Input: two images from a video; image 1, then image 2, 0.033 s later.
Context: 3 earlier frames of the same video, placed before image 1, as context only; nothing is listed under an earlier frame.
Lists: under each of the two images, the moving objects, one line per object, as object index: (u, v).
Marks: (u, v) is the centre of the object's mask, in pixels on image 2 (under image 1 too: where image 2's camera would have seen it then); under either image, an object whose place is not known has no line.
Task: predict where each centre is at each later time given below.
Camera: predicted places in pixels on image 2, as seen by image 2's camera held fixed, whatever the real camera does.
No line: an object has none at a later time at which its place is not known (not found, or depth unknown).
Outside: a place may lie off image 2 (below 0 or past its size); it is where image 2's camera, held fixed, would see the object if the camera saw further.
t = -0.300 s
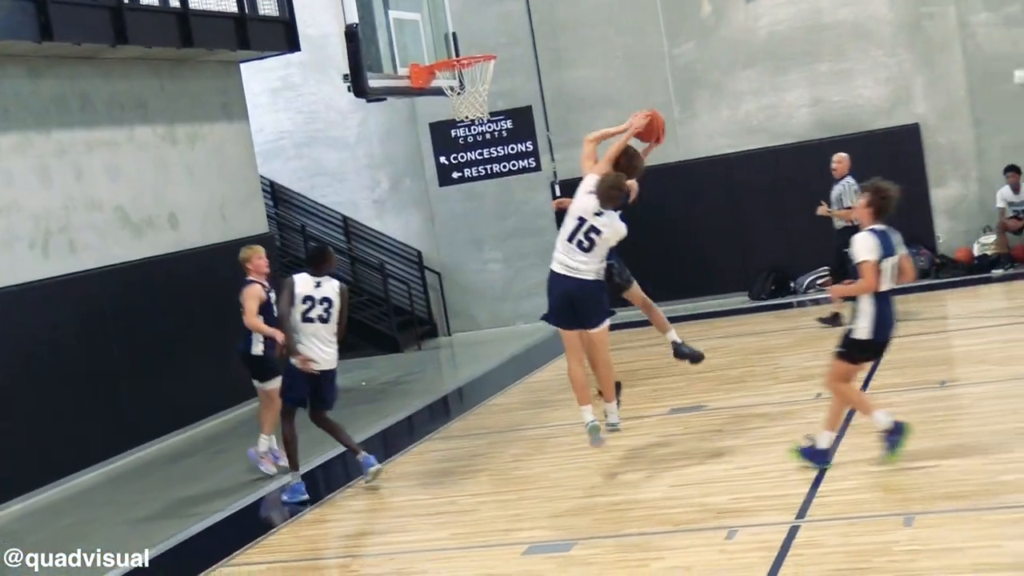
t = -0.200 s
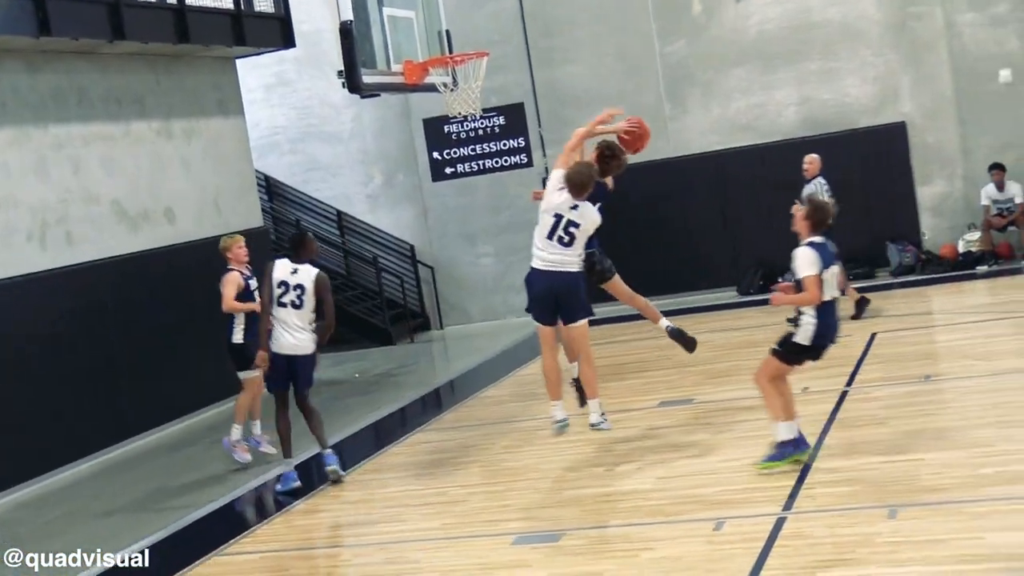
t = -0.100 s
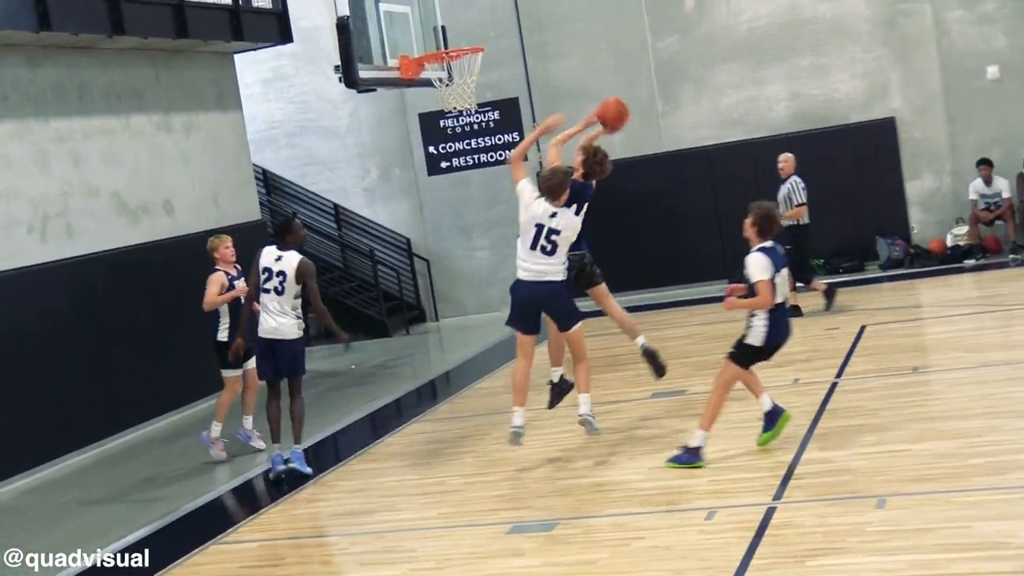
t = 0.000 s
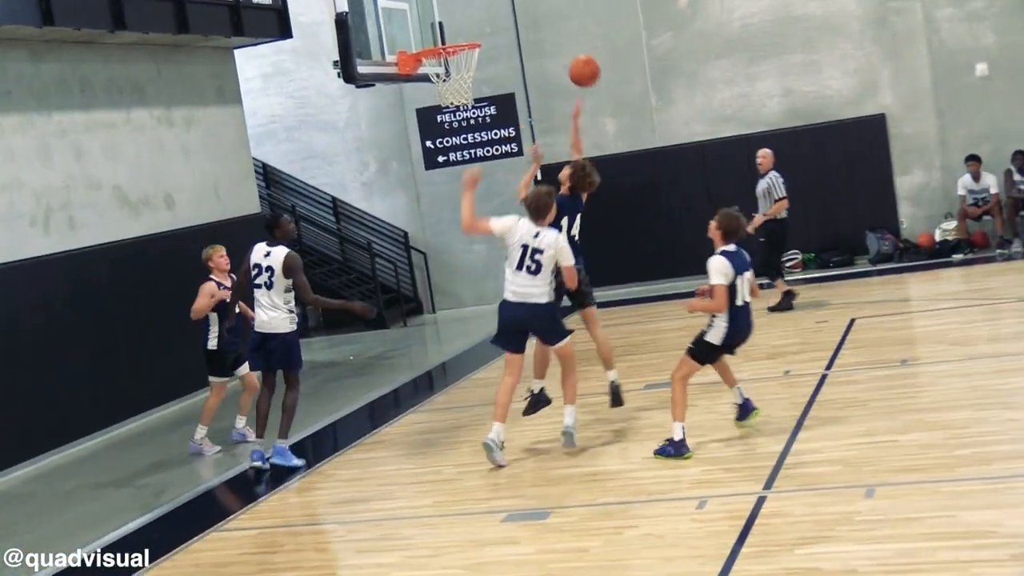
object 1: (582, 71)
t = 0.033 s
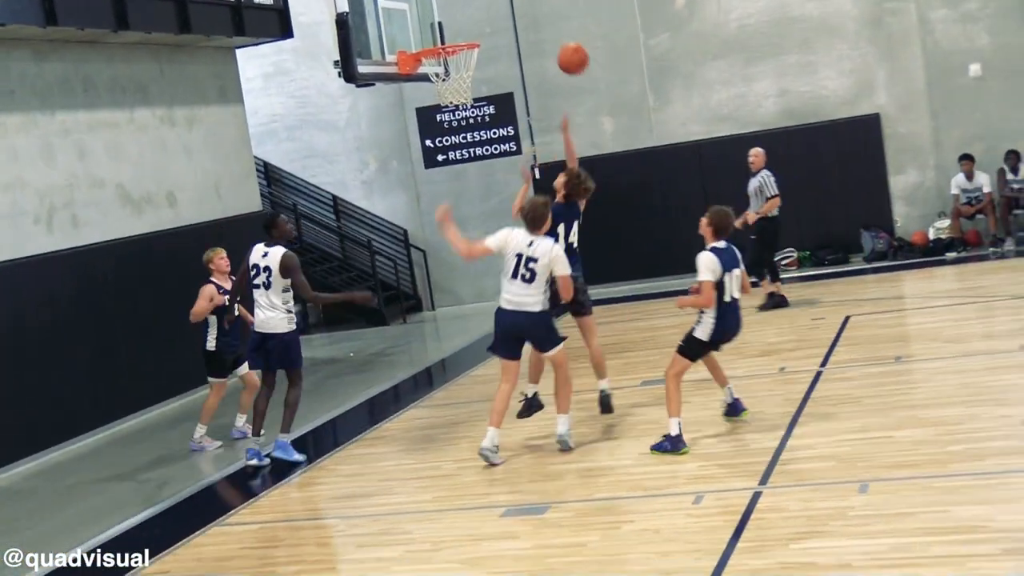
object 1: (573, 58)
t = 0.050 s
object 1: (568, 53)
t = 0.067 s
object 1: (563, 48)
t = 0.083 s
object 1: (558, 43)
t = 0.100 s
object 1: (554, 39)
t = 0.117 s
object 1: (550, 35)
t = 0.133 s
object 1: (545, 32)
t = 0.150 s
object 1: (541, 29)
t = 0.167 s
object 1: (537, 26)
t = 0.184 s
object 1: (533, 22)
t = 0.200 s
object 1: (529, 21)
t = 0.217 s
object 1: (525, 19)
